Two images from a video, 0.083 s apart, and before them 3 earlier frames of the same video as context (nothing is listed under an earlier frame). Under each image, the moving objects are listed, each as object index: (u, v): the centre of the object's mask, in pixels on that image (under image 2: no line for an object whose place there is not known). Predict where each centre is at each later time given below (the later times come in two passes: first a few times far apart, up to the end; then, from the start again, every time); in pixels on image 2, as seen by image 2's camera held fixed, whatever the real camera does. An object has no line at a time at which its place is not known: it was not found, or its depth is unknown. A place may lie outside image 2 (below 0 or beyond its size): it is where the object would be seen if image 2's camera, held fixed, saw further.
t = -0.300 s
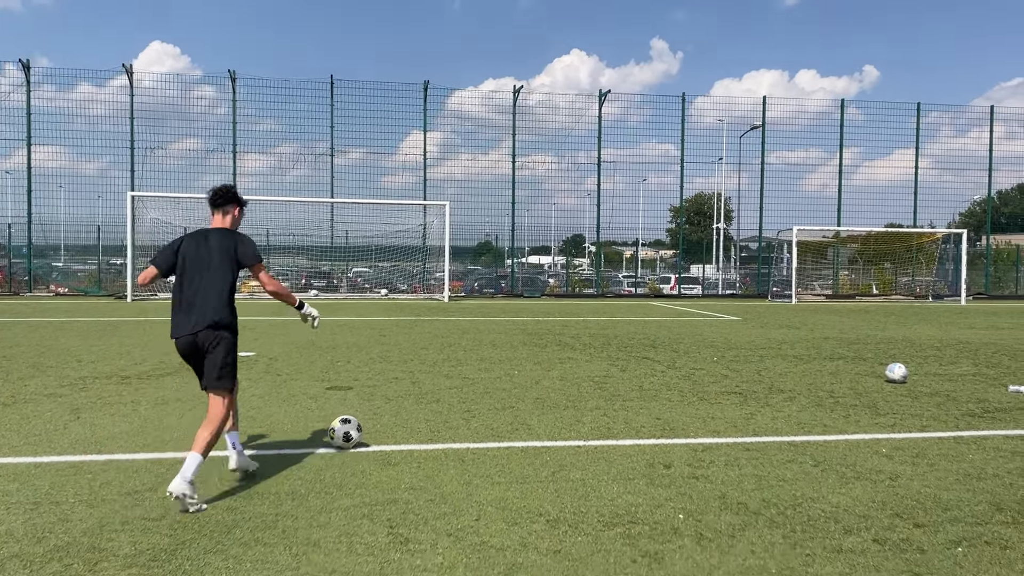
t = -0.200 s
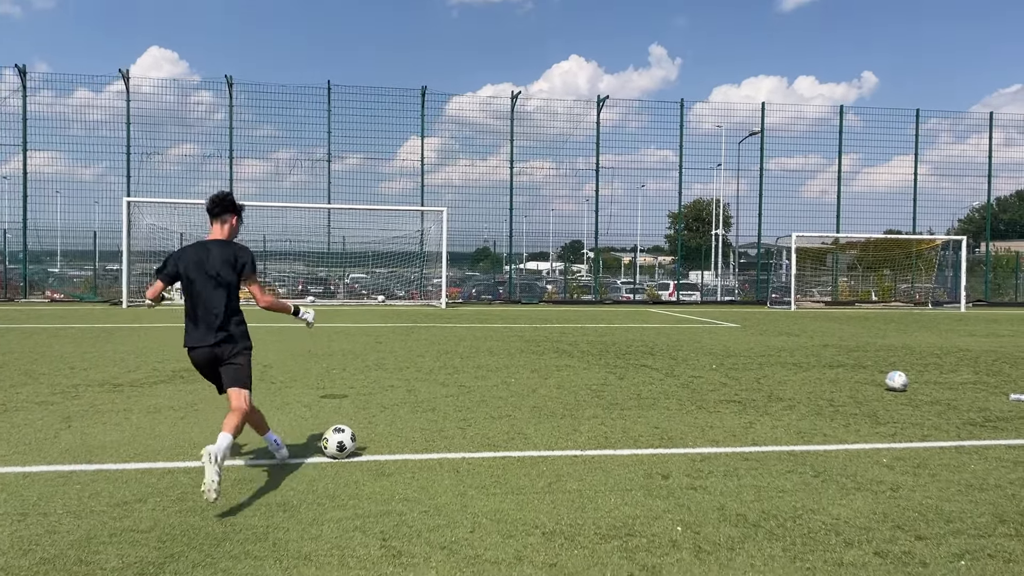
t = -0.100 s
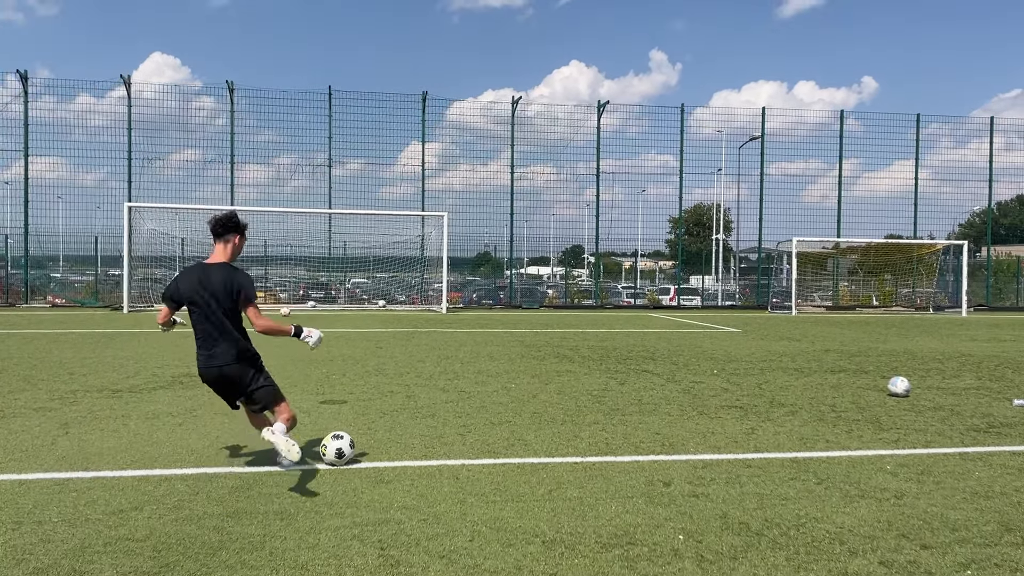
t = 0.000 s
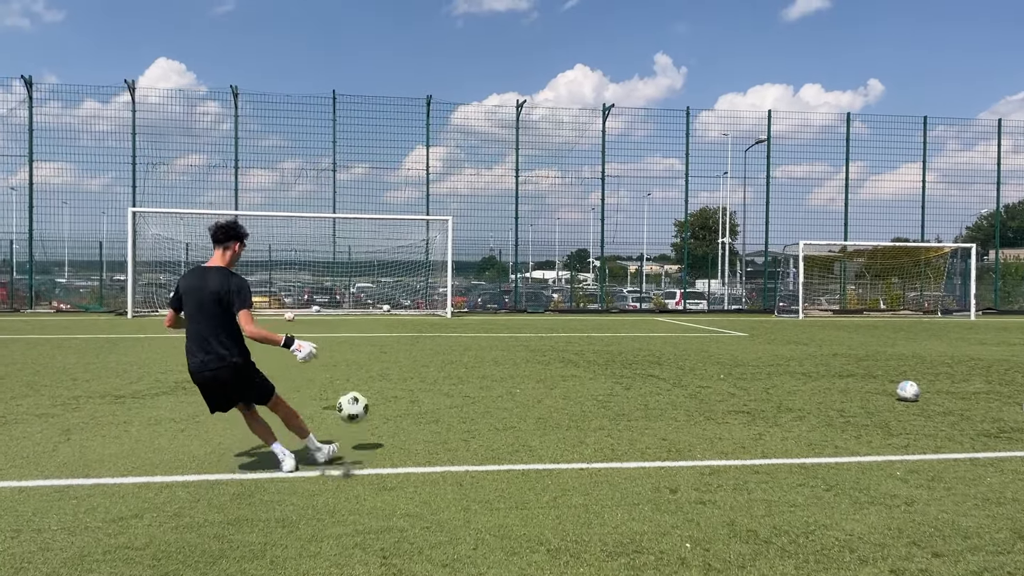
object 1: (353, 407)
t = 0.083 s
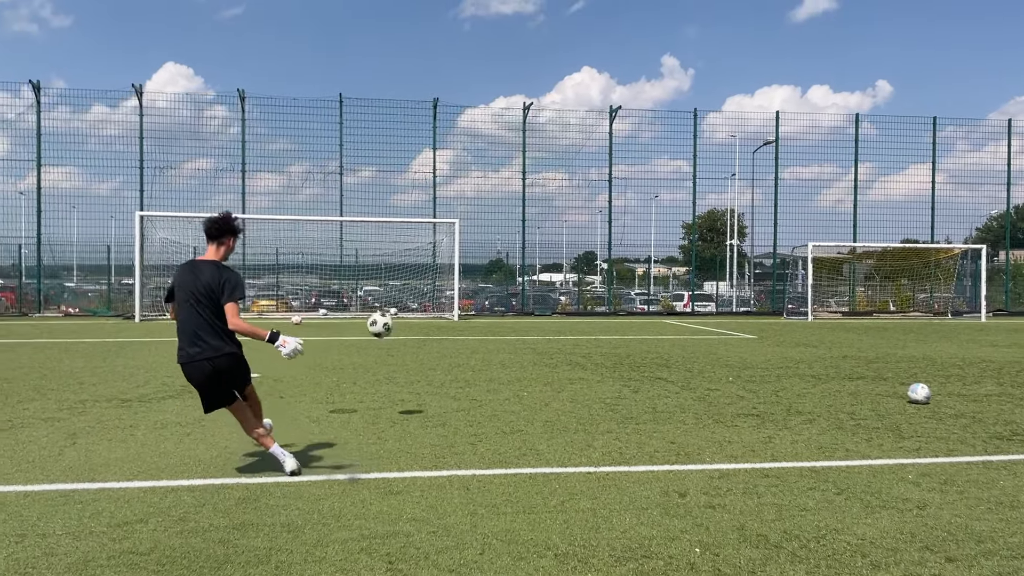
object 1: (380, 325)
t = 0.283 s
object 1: (404, 223)
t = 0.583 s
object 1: (417, 179)
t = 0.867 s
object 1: (422, 184)
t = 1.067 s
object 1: (423, 201)
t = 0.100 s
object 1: (383, 312)
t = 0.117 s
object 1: (385, 300)
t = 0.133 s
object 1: (389, 290)
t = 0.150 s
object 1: (391, 279)
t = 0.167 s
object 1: (393, 270)
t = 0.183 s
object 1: (395, 261)
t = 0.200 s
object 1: (397, 253)
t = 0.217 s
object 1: (399, 247)
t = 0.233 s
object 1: (400, 240)
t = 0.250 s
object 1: (402, 234)
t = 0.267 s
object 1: (403, 228)
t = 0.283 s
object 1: (404, 223)
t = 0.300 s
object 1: (406, 218)
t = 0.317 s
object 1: (407, 214)
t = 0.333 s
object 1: (408, 210)
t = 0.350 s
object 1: (409, 206)
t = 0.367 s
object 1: (410, 202)
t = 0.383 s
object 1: (411, 199)
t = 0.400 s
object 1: (412, 196)
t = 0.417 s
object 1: (412, 194)
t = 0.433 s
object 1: (413, 191)
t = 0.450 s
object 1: (414, 189)
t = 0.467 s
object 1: (414, 188)
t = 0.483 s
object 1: (415, 186)
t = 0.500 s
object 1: (415, 184)
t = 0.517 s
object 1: (416, 182)
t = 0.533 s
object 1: (416, 181)
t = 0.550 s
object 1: (416, 180)
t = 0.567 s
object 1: (417, 179)
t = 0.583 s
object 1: (417, 179)
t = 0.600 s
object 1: (417, 179)
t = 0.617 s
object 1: (418, 178)
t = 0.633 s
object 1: (418, 178)
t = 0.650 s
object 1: (418, 178)
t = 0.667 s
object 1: (418, 178)
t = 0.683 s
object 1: (419, 178)
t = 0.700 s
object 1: (419, 178)
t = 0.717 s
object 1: (419, 178)
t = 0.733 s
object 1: (420, 179)
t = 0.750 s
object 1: (420, 179)
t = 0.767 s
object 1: (420, 180)
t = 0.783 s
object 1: (420, 181)
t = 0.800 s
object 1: (421, 181)
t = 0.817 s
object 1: (420, 181)
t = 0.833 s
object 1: (420, 181)
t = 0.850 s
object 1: (421, 183)
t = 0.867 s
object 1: (422, 184)
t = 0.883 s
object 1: (422, 185)
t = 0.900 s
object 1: (422, 186)
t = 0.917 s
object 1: (422, 187)
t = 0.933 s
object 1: (421, 189)
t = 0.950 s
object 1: (422, 190)
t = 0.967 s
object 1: (422, 191)
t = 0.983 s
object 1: (422, 193)
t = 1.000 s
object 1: (423, 194)
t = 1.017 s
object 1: (423, 196)
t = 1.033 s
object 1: (422, 197)
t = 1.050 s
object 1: (423, 199)
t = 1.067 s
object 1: (423, 201)
